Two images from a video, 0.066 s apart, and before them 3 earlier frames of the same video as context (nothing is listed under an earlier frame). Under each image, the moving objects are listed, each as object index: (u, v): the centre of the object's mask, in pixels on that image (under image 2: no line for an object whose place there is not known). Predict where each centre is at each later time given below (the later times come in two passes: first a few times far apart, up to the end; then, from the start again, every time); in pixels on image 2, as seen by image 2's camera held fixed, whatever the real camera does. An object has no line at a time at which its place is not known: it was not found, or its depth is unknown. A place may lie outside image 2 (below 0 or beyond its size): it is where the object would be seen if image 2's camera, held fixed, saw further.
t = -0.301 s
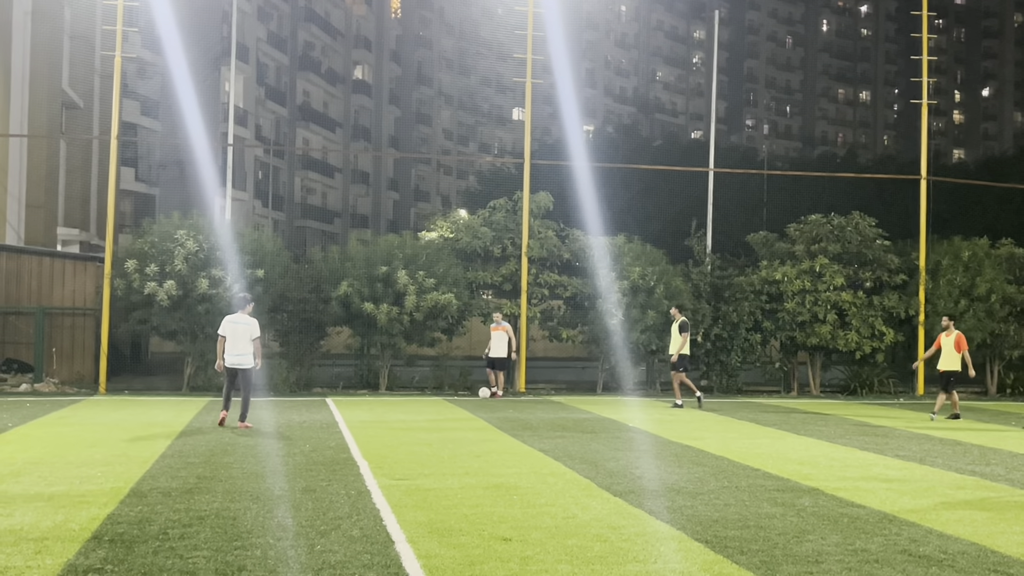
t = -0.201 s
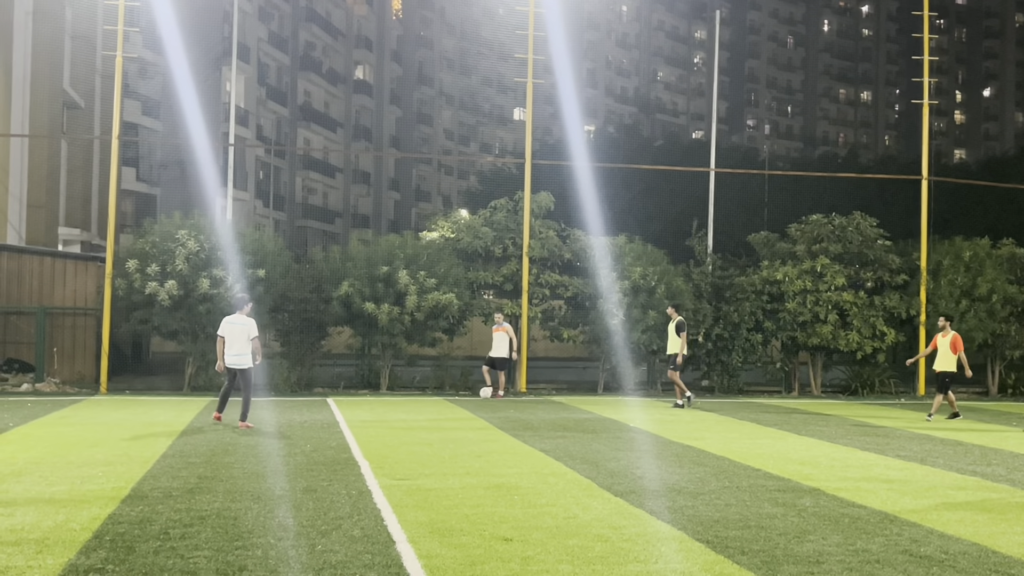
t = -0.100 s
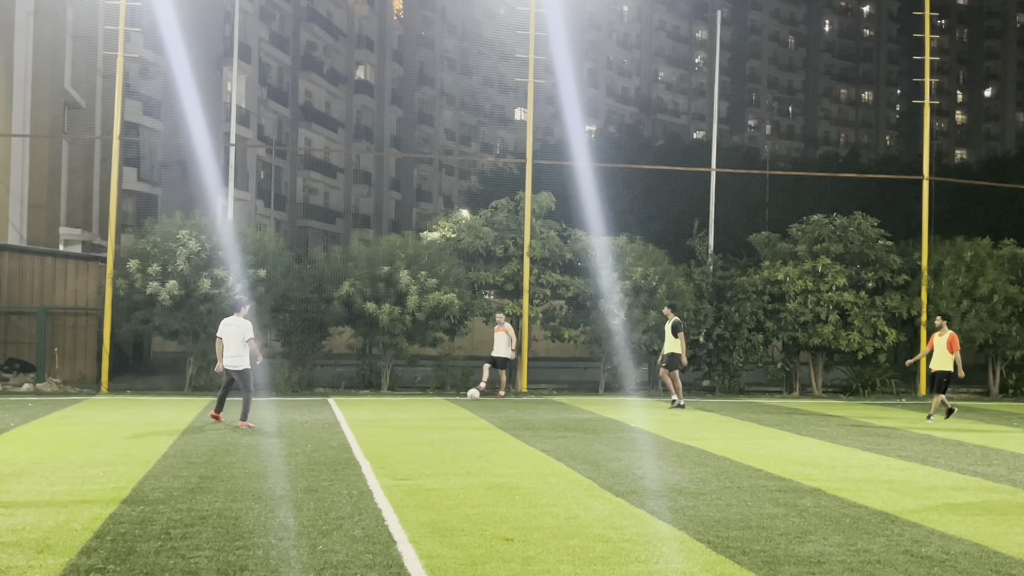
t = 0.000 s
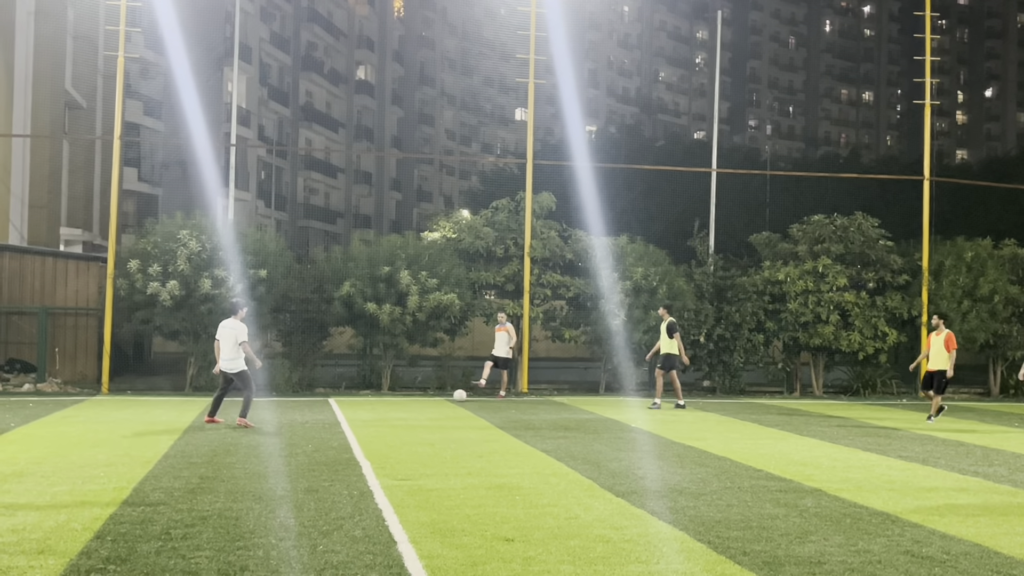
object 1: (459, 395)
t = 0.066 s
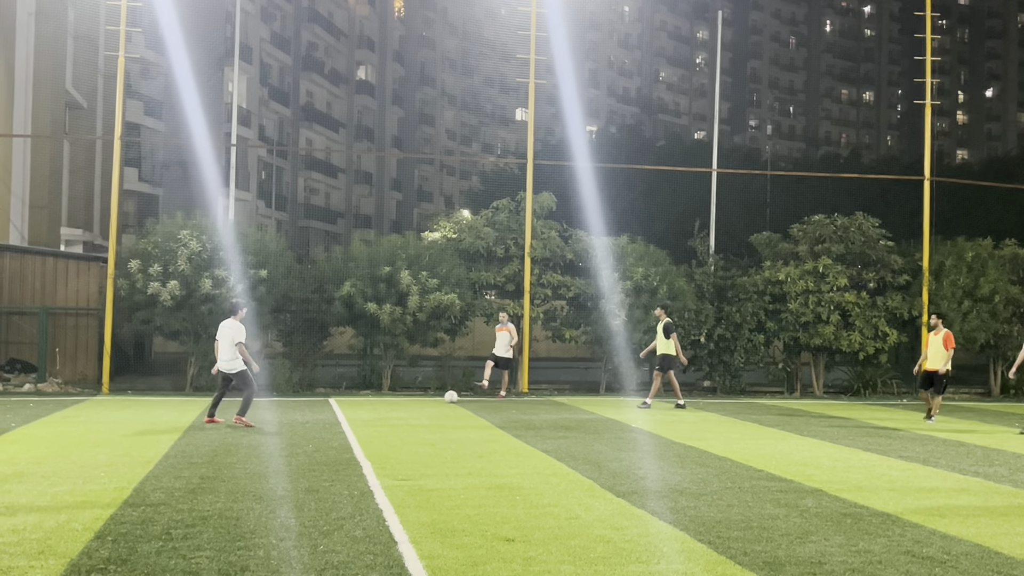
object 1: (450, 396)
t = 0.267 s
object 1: (425, 399)
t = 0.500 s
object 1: (396, 402)
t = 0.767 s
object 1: (366, 405)
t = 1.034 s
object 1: (336, 408)
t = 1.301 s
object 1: (305, 412)
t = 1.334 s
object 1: (301, 412)
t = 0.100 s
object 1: (446, 396)
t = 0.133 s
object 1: (442, 397)
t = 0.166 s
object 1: (437, 398)
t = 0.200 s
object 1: (433, 398)
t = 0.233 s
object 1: (429, 399)
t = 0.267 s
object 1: (425, 399)
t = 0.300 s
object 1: (421, 399)
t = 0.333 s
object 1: (417, 400)
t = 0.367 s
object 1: (413, 400)
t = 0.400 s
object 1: (409, 401)
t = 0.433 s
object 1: (404, 402)
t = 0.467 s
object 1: (400, 402)
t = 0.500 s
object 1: (396, 402)
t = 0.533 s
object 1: (392, 403)
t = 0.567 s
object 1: (389, 403)
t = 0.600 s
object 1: (385, 404)
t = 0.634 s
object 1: (381, 404)
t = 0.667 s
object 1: (377, 404)
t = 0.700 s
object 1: (373, 405)
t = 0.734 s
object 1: (370, 405)
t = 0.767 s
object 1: (366, 405)
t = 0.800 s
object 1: (362, 406)
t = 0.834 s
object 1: (359, 406)
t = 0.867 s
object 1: (355, 406)
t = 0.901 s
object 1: (351, 407)
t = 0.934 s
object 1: (348, 407)
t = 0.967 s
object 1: (344, 408)
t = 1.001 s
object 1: (340, 408)
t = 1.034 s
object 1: (336, 408)
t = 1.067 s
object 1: (333, 409)
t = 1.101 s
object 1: (328, 410)
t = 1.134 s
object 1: (325, 410)
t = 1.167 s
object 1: (321, 410)
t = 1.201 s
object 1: (317, 411)
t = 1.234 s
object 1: (313, 411)
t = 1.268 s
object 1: (309, 411)
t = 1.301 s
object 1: (305, 412)
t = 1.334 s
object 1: (301, 412)
